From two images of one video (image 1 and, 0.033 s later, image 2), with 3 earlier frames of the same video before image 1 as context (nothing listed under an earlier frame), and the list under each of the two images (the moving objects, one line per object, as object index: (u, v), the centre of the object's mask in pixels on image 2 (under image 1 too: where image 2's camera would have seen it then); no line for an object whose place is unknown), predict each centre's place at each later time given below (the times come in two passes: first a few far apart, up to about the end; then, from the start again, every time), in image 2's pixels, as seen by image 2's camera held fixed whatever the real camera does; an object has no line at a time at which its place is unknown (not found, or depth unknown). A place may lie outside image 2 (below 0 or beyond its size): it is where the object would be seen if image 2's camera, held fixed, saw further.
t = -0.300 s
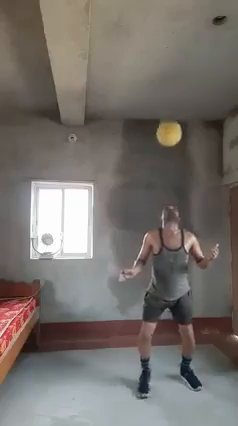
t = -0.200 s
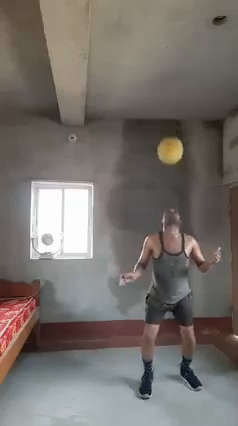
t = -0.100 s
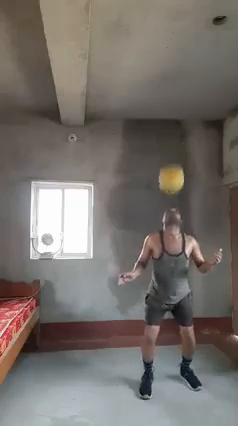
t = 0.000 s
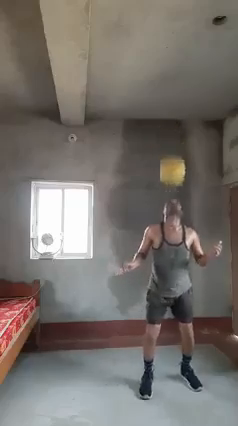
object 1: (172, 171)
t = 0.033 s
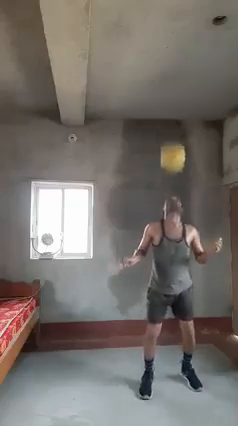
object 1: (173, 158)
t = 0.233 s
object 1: (174, 102)
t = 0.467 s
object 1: (176, 90)
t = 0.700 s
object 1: (179, 139)
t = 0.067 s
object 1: (173, 144)
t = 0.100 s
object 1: (173, 133)
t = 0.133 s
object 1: (174, 124)
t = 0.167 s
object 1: (174, 116)
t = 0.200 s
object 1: (174, 109)
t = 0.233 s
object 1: (174, 102)
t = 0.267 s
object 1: (174, 97)
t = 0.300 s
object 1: (175, 94)
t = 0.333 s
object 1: (175, 90)
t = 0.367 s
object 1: (176, 89)
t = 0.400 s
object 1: (175, 88)
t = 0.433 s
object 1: (176, 88)
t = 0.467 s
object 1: (176, 90)
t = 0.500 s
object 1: (177, 93)
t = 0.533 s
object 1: (177, 97)
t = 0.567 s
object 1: (177, 104)
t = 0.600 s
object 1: (178, 110)
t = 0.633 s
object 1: (178, 119)
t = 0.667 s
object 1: (178, 127)
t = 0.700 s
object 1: (179, 139)
